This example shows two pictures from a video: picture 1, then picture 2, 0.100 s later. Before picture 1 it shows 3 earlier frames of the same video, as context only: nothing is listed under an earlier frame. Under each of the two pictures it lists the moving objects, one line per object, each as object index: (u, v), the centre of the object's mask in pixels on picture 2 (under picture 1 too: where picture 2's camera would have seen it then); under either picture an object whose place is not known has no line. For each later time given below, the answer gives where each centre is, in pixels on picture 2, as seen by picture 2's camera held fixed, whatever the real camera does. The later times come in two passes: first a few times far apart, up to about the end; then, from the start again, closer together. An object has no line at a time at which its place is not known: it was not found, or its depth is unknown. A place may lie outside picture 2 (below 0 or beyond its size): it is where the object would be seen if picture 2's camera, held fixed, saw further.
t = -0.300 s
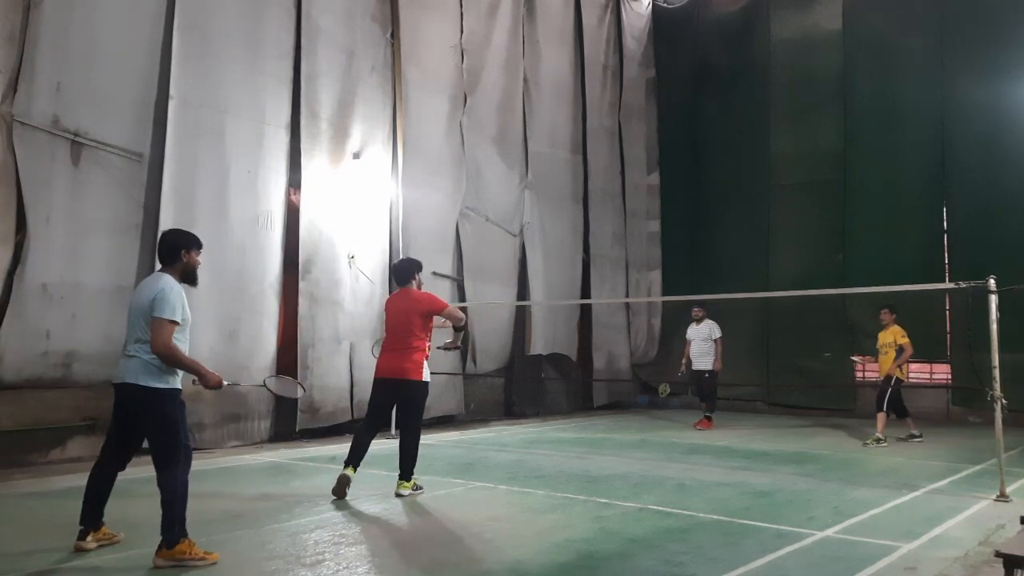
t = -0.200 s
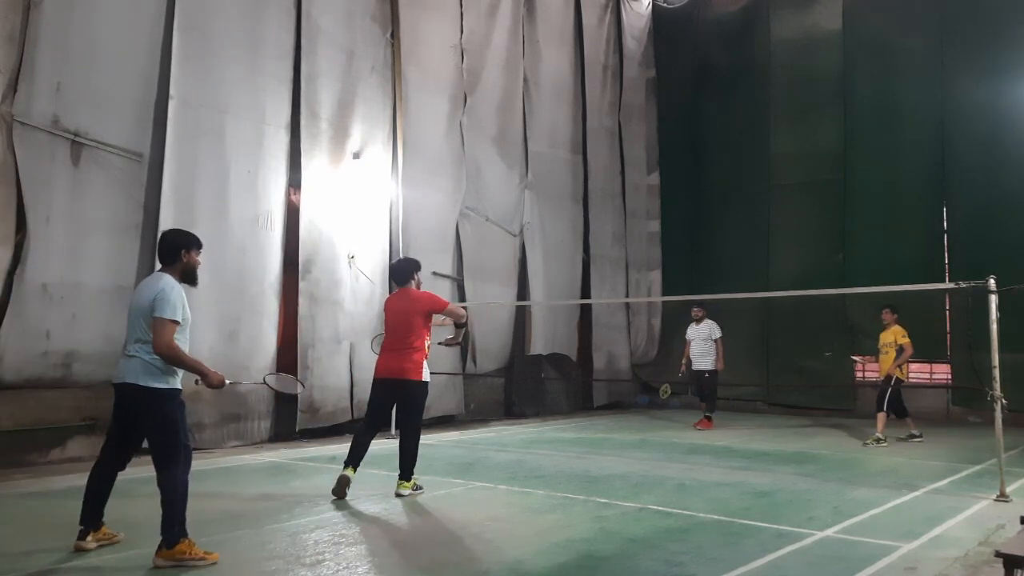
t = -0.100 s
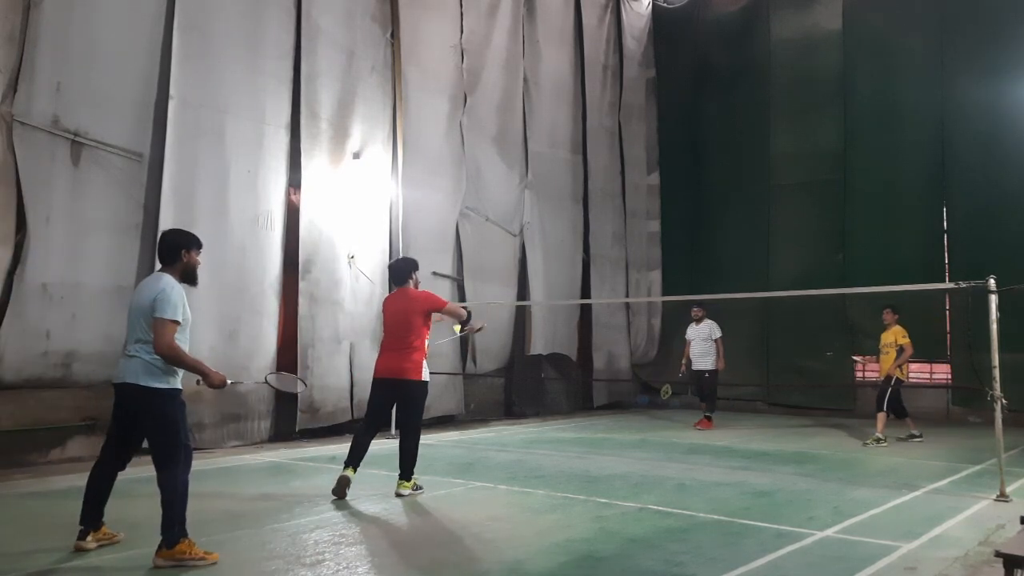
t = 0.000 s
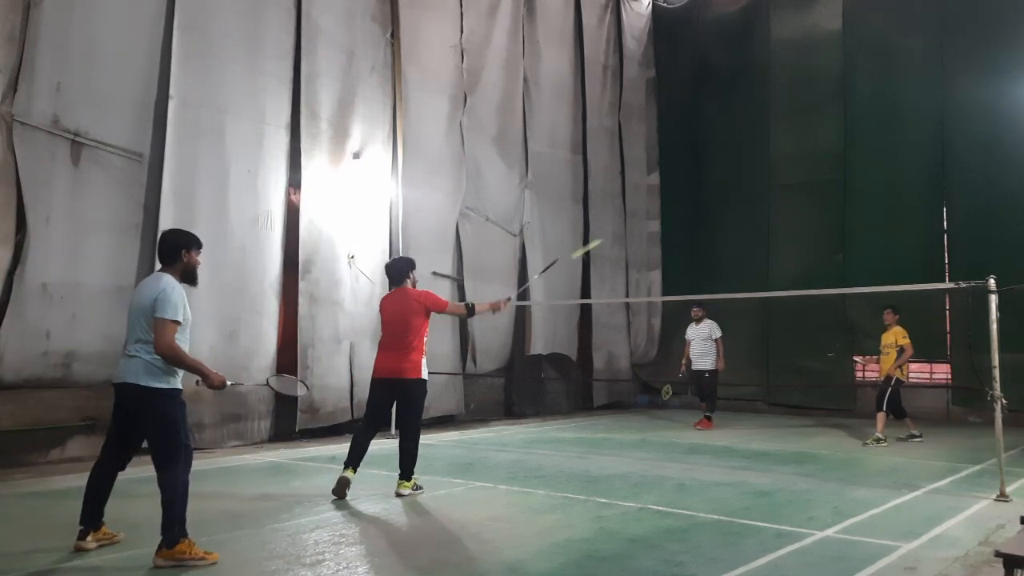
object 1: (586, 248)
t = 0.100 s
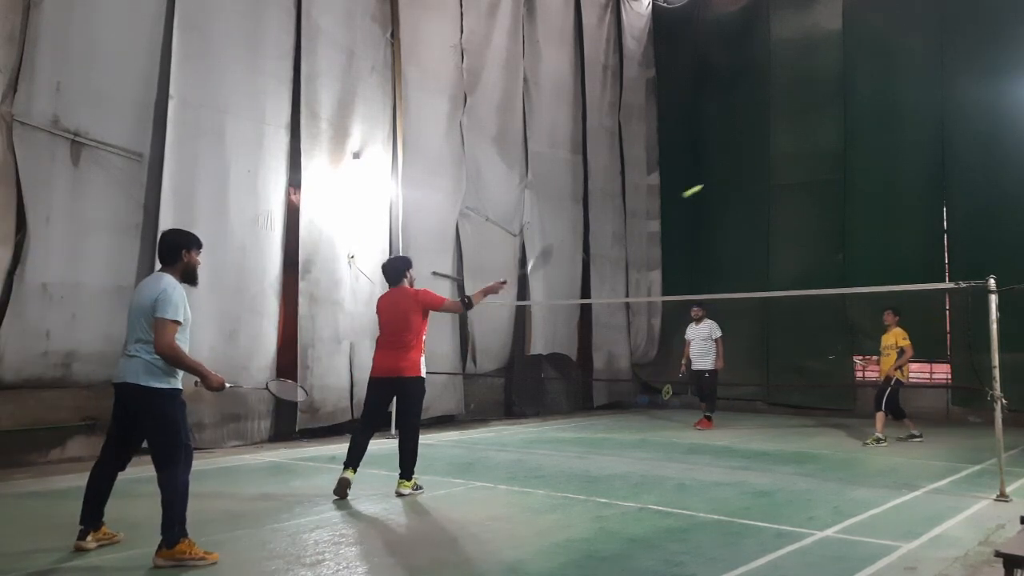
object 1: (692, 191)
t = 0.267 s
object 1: (796, 150)
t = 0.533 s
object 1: (893, 153)
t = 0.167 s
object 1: (741, 168)
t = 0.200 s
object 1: (761, 160)
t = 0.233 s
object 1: (779, 155)
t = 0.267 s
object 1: (796, 150)
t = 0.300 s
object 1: (811, 147)
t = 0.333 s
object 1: (826, 145)
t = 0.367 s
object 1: (838, 144)
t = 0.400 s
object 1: (851, 144)
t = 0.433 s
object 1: (862, 145)
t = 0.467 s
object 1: (873, 147)
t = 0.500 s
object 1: (883, 149)
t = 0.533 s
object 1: (893, 153)
